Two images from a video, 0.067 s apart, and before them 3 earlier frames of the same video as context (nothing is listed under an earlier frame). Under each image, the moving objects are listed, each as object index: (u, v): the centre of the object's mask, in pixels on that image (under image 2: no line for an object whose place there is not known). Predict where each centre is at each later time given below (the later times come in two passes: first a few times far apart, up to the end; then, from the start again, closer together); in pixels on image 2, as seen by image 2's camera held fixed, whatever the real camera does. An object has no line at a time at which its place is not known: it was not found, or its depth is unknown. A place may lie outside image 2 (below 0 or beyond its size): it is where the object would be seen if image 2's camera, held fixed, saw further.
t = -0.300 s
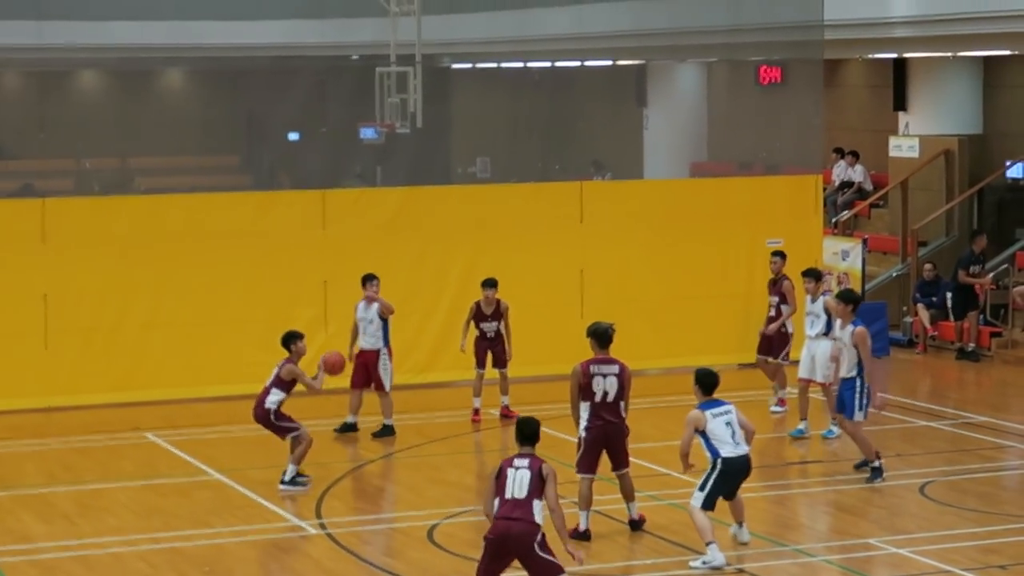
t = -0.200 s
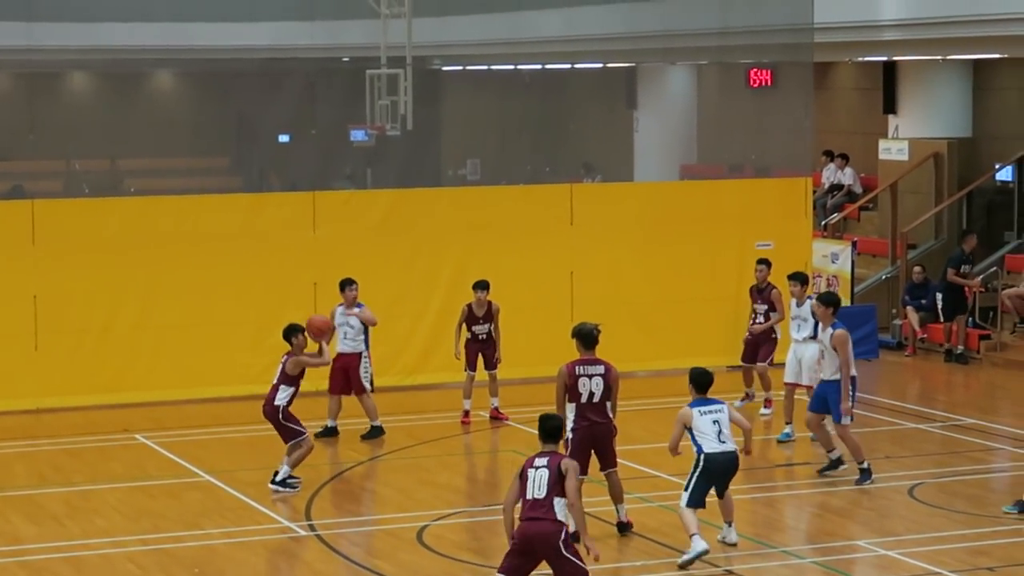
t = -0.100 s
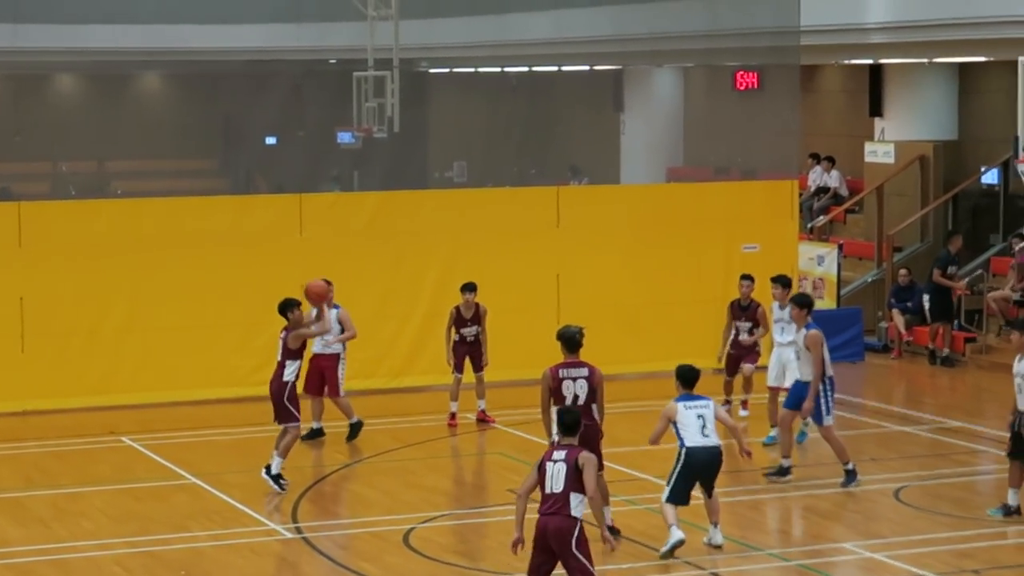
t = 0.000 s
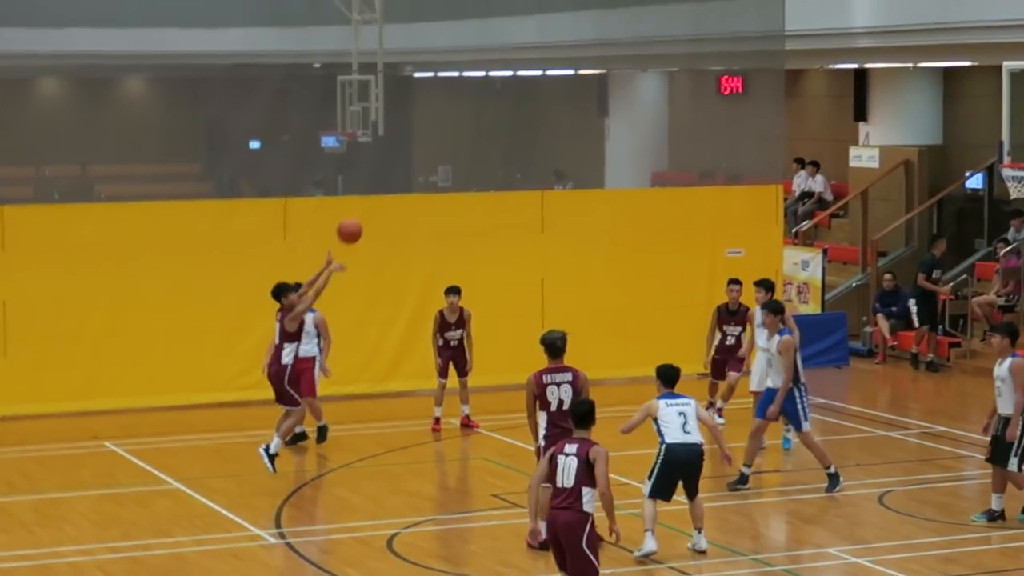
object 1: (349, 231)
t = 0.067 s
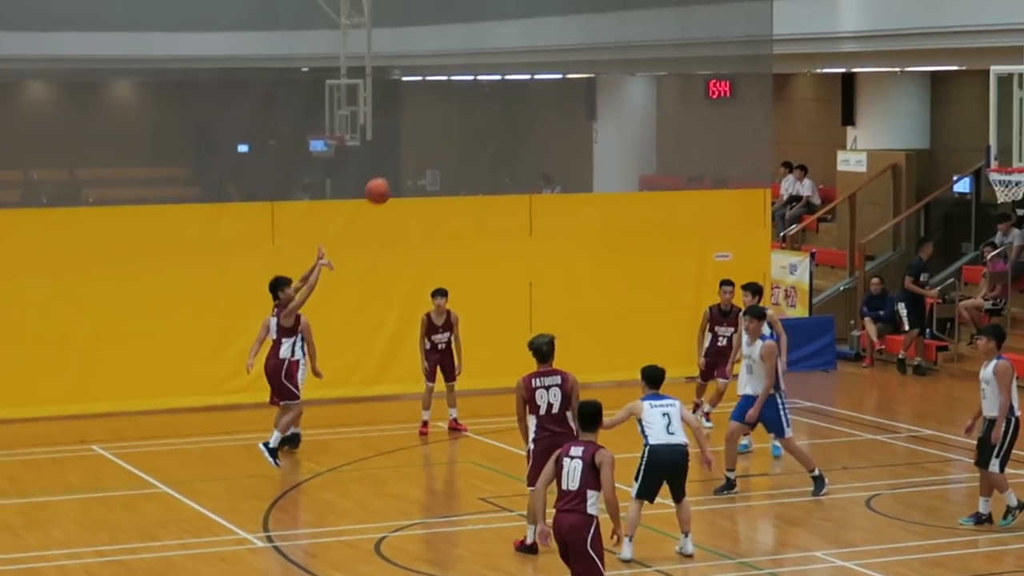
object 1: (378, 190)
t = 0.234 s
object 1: (478, 103)
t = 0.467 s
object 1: (620, 32)
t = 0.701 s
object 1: (759, 17)
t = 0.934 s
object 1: (897, 62)
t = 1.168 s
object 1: (1034, 163)
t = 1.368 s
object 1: (990, 208)
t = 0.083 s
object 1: (387, 180)
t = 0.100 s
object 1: (397, 171)
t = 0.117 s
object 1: (407, 161)
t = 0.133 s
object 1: (418, 152)
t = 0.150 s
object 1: (428, 143)
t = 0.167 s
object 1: (438, 134)
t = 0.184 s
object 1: (448, 126)
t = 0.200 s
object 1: (458, 118)
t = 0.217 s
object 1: (468, 111)
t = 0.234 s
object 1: (478, 103)
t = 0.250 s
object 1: (488, 96)
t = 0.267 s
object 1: (498, 91)
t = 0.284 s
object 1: (509, 83)
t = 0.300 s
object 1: (519, 77)
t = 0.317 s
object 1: (528, 71)
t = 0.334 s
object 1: (539, 66)
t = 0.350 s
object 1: (549, 60)
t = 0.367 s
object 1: (560, 56)
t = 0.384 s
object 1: (570, 51)
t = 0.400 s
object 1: (580, 47)
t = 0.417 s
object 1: (589, 43)
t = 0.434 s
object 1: (600, 38)
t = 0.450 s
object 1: (610, 35)
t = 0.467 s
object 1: (620, 32)
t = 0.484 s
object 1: (629, 29)
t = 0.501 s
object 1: (640, 26)
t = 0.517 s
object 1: (649, 24)
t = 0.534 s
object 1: (659, 22)
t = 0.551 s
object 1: (670, 20)
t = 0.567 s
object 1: (679, 19)
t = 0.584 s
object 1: (689, 17)
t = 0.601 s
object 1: (699, 16)
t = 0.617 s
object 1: (710, 16)
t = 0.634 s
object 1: (719, 16)
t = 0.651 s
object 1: (730, 15)
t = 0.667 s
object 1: (739, 16)
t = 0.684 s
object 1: (749, 16)
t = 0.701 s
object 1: (759, 17)
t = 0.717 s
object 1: (769, 18)
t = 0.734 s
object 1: (779, 21)
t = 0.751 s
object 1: (788, 22)
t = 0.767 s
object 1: (799, 24)
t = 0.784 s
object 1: (808, 27)
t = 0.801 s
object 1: (818, 29)
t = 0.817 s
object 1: (828, 33)
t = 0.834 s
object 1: (839, 36)
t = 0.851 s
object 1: (848, 40)
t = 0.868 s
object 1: (858, 43)
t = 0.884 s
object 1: (868, 47)
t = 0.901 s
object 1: (878, 52)
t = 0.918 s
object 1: (888, 57)
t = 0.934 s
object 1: (897, 62)
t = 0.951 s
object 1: (907, 67)
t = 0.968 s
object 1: (916, 73)
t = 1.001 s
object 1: (937, 86)
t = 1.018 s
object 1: (946, 92)
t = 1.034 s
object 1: (956, 99)
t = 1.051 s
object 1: (966, 107)
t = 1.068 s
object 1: (976, 114)
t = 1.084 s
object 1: (986, 122)
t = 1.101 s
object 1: (995, 131)
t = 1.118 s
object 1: (1006, 140)
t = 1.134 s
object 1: (1015, 149)
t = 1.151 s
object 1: (1024, 158)
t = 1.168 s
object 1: (1034, 163)
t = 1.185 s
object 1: (1028, 165)
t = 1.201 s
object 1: (1016, 171)
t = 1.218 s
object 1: (1001, 178)
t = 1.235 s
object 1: (998, 182)
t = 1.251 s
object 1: (996, 185)
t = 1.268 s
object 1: (996, 189)
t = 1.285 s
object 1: (995, 190)
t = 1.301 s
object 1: (995, 194)
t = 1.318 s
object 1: (994, 197)
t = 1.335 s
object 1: (993, 200)
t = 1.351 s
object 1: (989, 204)
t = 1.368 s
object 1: (990, 208)
